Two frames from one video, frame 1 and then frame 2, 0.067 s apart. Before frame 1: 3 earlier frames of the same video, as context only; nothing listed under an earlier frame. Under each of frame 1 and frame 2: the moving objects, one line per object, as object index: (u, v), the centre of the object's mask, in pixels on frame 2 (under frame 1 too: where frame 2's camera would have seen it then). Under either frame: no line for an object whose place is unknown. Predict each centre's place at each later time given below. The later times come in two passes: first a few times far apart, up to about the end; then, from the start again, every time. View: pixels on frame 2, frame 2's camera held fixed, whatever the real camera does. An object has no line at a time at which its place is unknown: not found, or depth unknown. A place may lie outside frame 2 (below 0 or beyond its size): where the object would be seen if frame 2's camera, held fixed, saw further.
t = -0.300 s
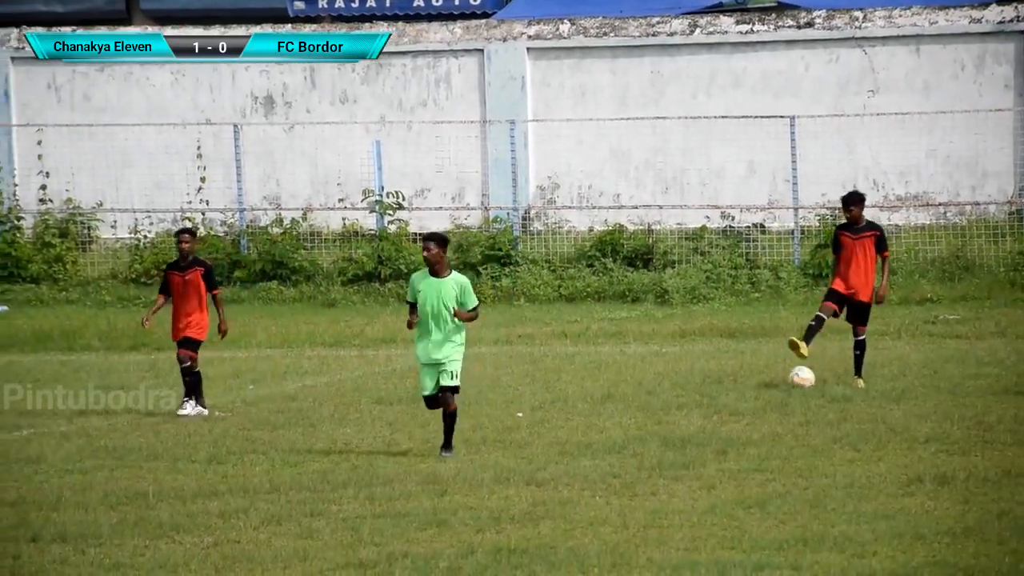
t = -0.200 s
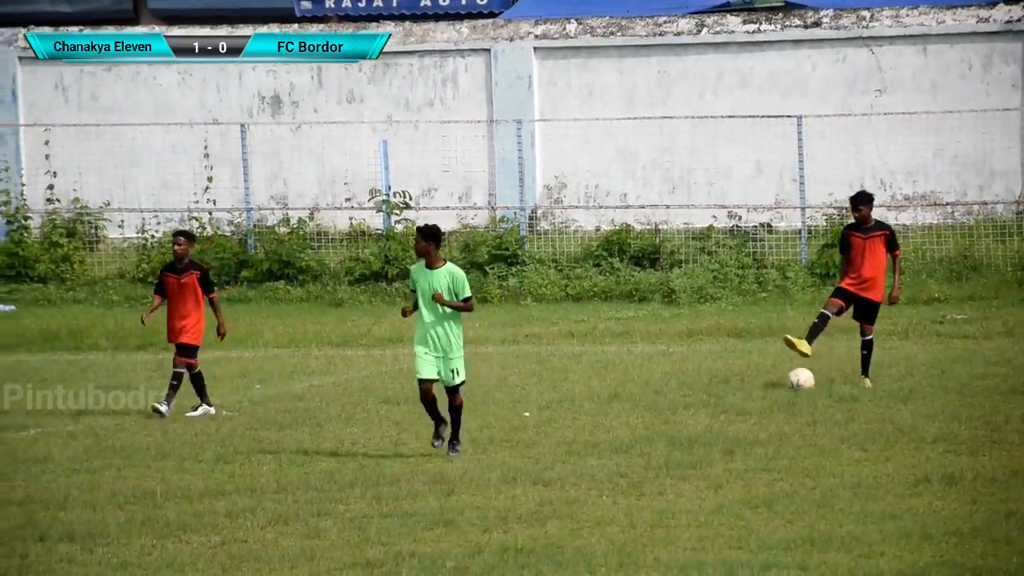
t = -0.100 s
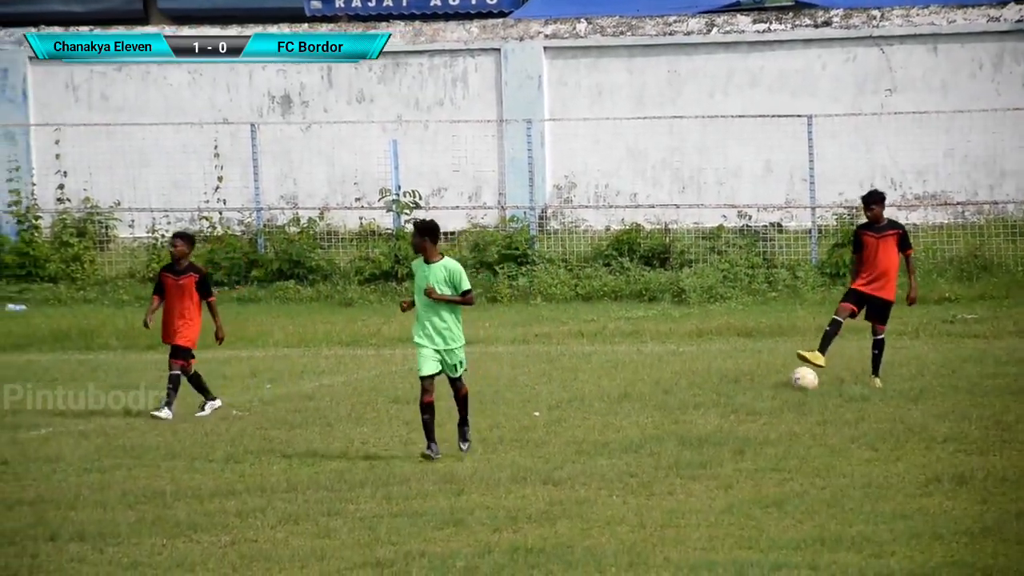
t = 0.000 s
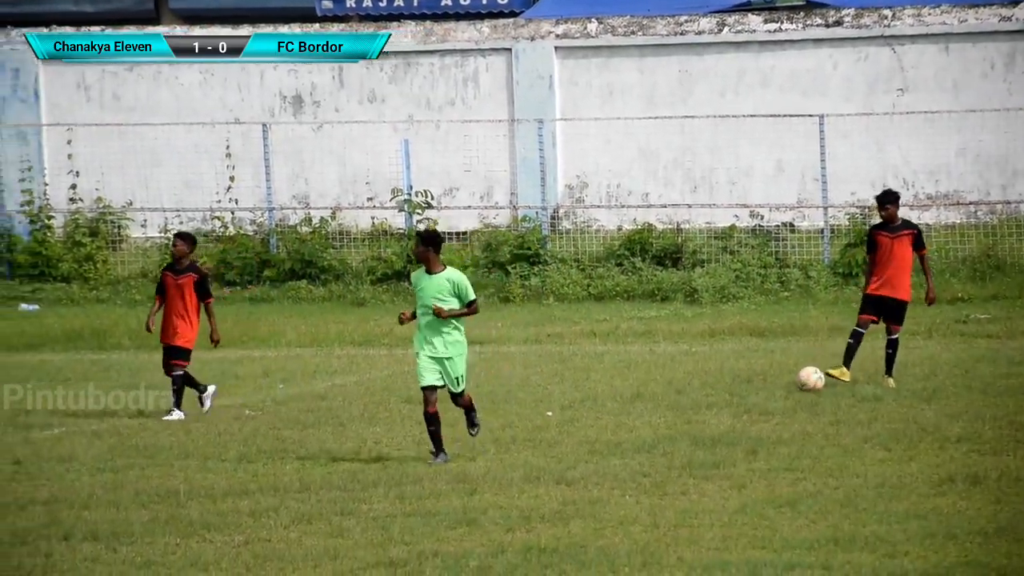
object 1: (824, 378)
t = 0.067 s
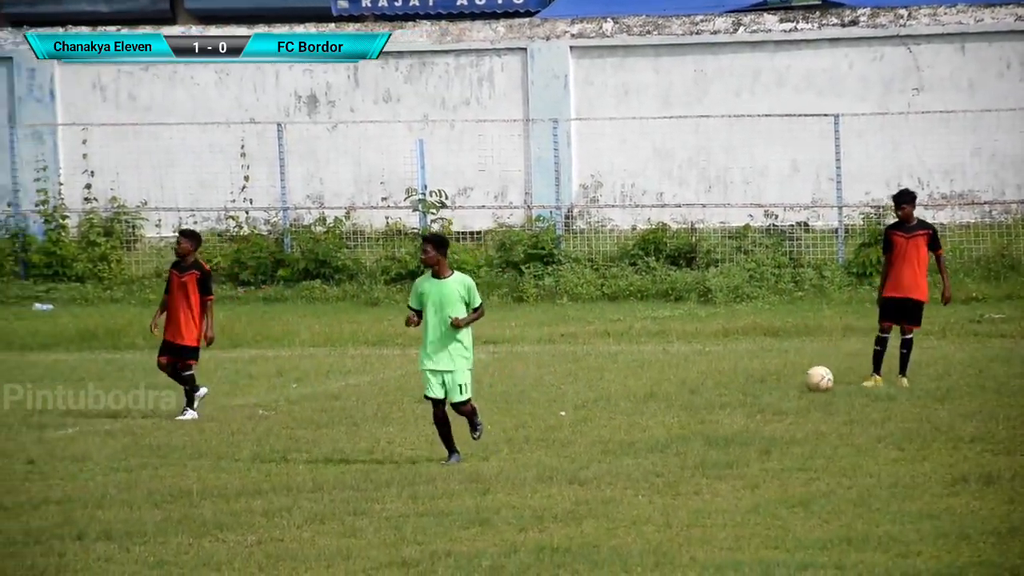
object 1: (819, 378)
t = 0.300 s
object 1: (806, 380)
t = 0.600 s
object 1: (787, 381)
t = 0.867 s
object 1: (775, 383)
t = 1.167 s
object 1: (771, 383)
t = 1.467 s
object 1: (772, 383)
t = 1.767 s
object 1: (775, 383)
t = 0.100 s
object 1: (818, 379)
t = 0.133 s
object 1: (816, 380)
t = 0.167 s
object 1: (813, 380)
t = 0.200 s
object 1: (812, 380)
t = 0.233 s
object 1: (809, 380)
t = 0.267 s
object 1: (807, 380)
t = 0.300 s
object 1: (806, 380)
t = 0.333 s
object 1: (803, 381)
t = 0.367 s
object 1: (800, 380)
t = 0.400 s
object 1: (799, 380)
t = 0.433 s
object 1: (796, 381)
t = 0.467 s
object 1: (794, 381)
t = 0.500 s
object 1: (793, 381)
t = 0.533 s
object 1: (790, 381)
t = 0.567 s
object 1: (788, 381)
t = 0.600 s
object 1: (787, 381)
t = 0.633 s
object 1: (786, 382)
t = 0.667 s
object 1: (785, 382)
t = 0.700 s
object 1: (783, 382)
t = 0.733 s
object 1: (781, 382)
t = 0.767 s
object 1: (779, 383)
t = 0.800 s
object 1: (778, 383)
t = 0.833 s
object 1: (777, 383)
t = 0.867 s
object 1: (775, 383)
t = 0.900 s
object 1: (775, 382)
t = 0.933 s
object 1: (774, 383)
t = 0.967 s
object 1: (773, 383)
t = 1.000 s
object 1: (773, 383)
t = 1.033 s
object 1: (772, 383)
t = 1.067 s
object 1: (771, 383)
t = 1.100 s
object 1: (771, 383)
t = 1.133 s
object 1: (771, 383)
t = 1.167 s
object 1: (771, 383)
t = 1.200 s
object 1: (771, 383)
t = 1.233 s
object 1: (771, 383)
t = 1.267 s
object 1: (771, 383)
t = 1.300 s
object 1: (771, 383)
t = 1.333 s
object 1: (771, 383)
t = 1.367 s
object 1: (771, 383)
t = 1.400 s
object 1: (772, 383)
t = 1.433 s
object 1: (772, 383)
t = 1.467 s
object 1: (772, 383)
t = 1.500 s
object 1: (772, 383)
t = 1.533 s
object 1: (772, 383)
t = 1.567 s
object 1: (773, 383)
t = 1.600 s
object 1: (773, 383)
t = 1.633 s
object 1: (773, 383)
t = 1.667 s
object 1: (774, 383)
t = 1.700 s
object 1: (774, 383)
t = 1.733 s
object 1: (775, 383)
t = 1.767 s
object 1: (775, 383)
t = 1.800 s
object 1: (776, 383)
